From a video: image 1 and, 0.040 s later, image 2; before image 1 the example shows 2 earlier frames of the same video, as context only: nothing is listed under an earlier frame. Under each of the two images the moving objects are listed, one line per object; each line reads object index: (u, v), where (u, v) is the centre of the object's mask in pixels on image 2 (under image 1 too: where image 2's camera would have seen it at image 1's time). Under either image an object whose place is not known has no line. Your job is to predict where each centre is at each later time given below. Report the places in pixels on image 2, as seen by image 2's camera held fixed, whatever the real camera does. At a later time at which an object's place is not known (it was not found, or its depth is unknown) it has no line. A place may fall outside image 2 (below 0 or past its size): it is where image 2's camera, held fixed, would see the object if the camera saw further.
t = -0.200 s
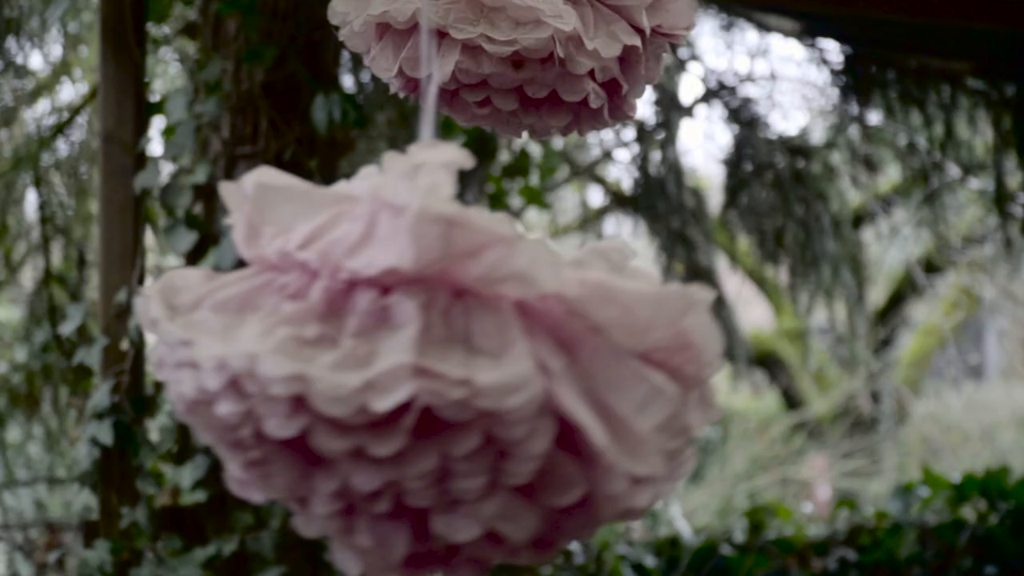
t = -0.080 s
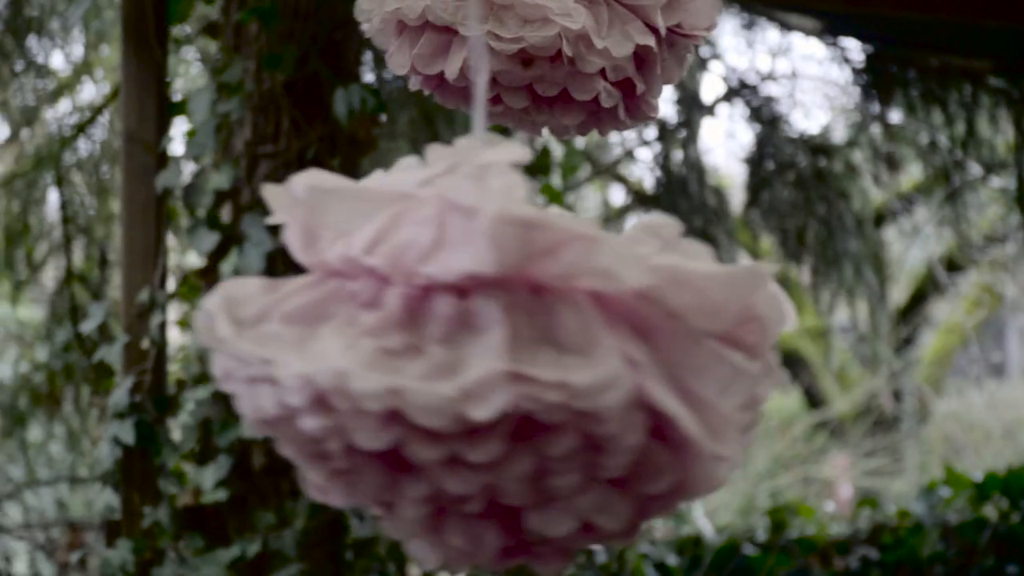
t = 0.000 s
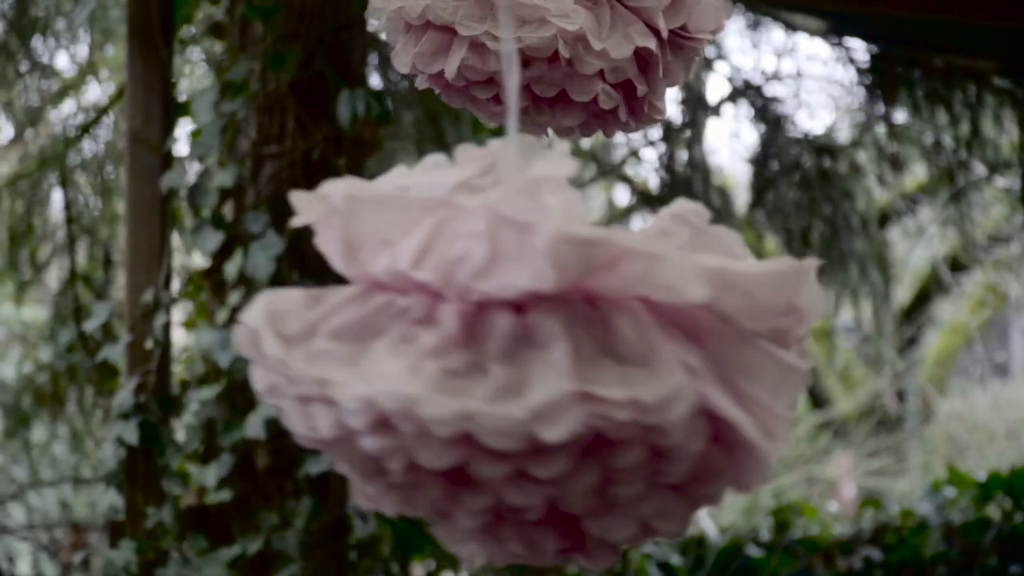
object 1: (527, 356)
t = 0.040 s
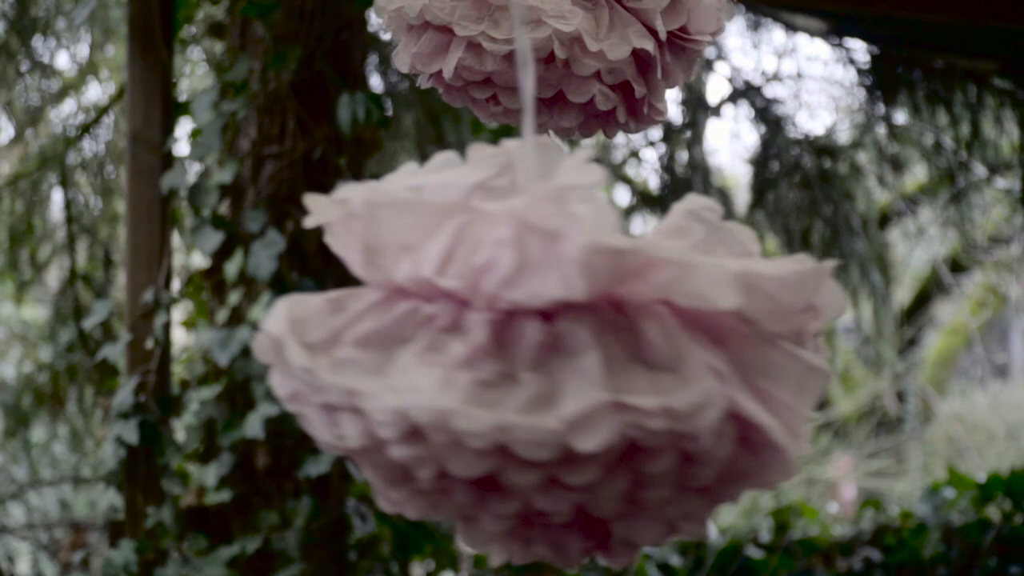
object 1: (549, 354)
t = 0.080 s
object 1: (564, 351)
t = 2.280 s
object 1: (524, 390)
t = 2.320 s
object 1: (522, 395)
